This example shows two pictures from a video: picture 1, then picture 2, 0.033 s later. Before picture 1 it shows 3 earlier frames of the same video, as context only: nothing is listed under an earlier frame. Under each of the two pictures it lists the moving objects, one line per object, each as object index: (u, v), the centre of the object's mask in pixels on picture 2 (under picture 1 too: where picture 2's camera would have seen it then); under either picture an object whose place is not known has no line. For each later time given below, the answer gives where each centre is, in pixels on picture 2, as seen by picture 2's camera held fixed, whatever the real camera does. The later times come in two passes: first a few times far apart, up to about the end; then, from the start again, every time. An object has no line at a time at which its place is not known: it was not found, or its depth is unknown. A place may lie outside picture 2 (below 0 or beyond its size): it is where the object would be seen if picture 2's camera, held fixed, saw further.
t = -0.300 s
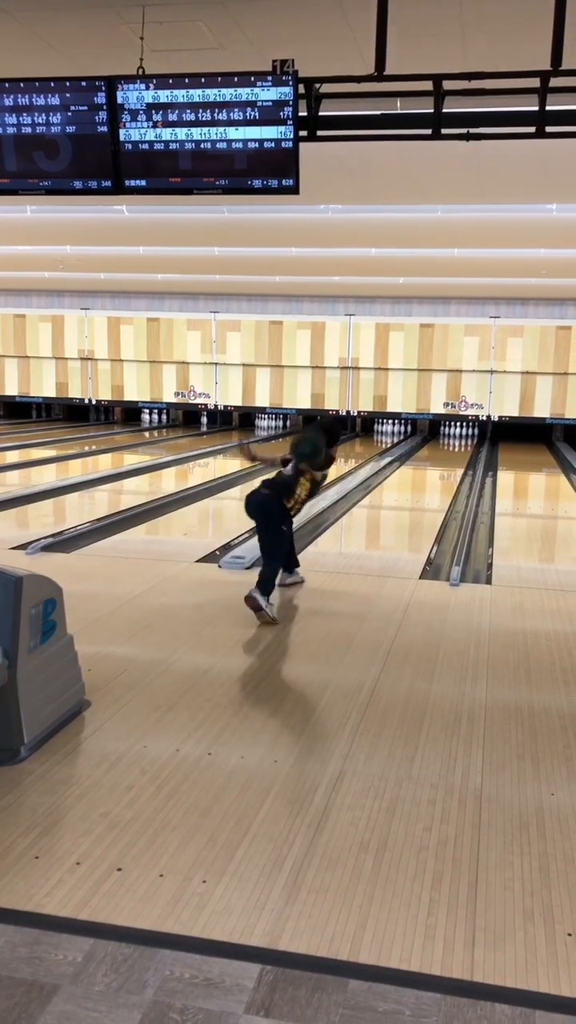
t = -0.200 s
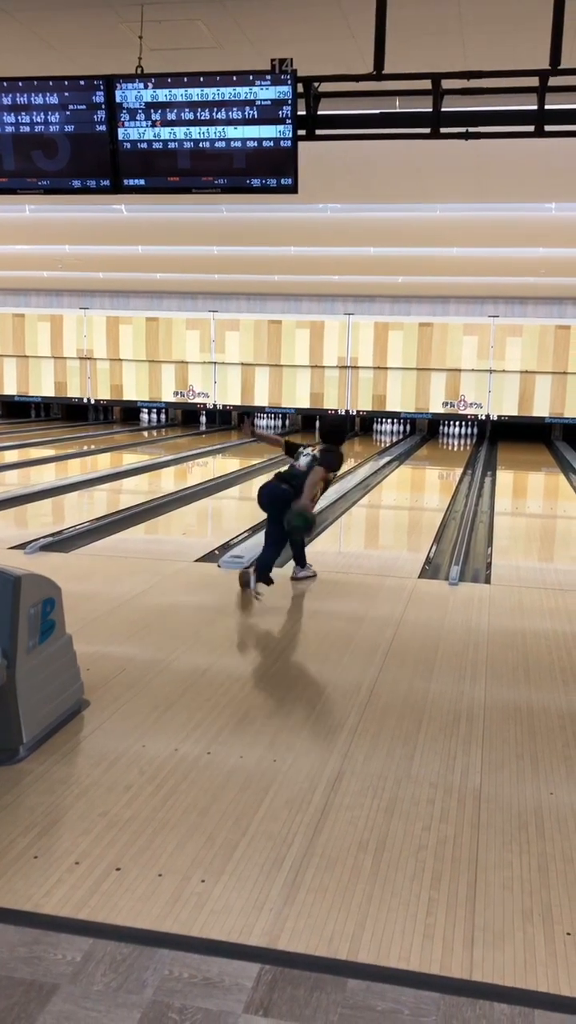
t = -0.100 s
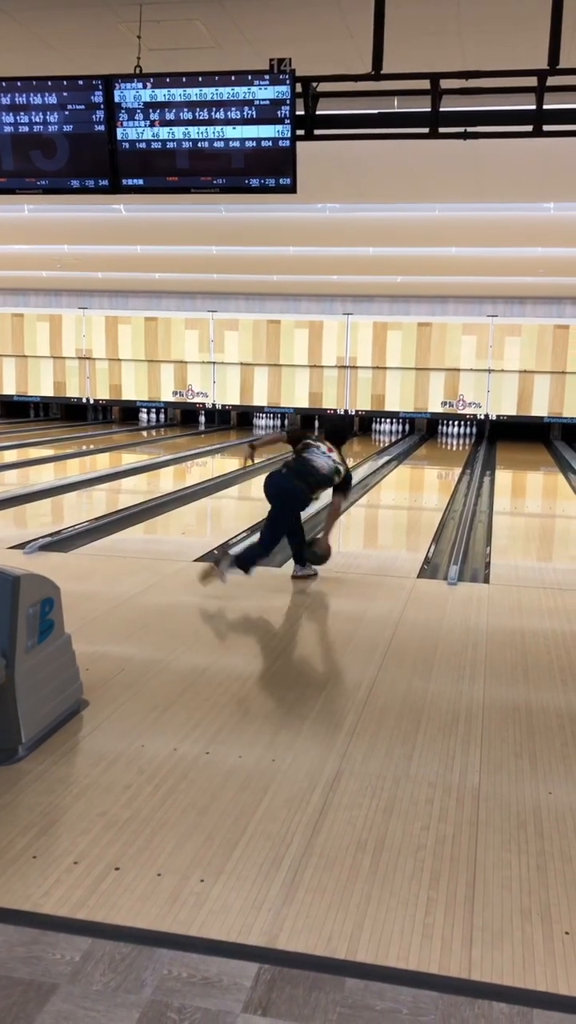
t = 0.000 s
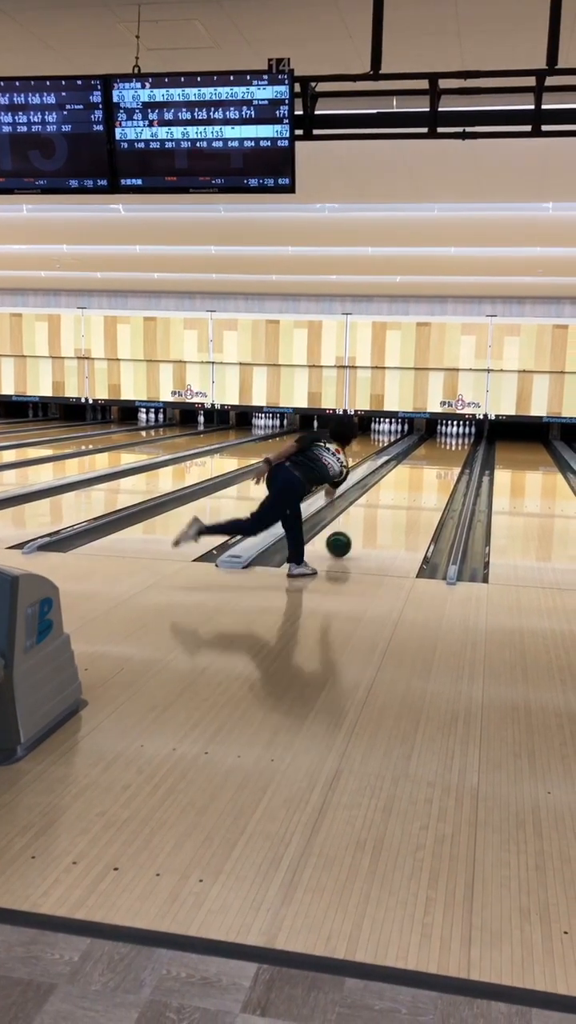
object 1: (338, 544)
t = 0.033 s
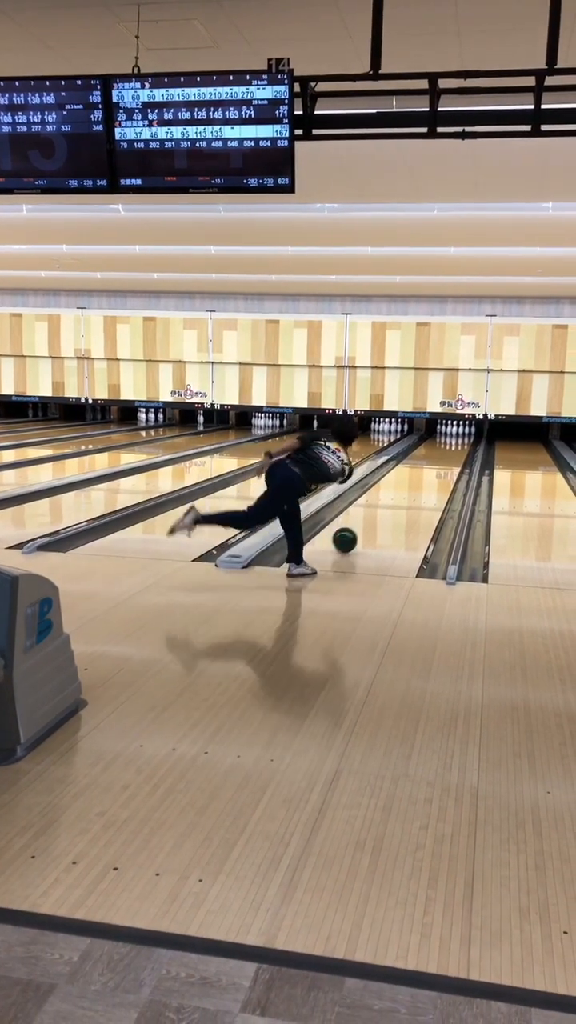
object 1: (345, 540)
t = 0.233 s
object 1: (376, 515)
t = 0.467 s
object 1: (402, 493)
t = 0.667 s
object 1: (418, 480)
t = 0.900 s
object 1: (432, 468)
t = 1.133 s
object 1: (442, 458)
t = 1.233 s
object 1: (446, 455)
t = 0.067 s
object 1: (351, 535)
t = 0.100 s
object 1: (356, 531)
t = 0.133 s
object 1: (362, 526)
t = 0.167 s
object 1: (367, 522)
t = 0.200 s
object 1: (372, 519)
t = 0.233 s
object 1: (376, 515)
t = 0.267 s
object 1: (380, 511)
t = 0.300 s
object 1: (384, 508)
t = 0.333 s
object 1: (388, 505)
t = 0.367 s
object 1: (392, 502)
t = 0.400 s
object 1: (396, 499)
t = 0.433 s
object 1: (399, 496)
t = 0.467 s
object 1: (402, 493)
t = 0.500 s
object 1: (405, 491)
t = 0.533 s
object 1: (407, 489)
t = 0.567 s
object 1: (410, 486)
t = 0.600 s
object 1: (413, 484)
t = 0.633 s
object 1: (415, 482)
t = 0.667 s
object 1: (418, 480)
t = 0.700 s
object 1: (420, 478)
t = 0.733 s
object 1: (422, 476)
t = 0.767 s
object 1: (424, 474)
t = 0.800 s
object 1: (426, 473)
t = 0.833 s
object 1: (428, 471)
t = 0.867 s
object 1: (430, 469)
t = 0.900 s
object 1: (432, 468)
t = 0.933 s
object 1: (433, 466)
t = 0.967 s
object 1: (435, 465)
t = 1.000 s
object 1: (436, 463)
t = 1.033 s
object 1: (438, 462)
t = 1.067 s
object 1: (439, 461)
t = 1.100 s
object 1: (441, 460)
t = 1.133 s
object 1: (442, 458)
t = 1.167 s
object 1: (443, 457)
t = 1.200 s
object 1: (445, 456)
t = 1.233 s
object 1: (446, 455)
